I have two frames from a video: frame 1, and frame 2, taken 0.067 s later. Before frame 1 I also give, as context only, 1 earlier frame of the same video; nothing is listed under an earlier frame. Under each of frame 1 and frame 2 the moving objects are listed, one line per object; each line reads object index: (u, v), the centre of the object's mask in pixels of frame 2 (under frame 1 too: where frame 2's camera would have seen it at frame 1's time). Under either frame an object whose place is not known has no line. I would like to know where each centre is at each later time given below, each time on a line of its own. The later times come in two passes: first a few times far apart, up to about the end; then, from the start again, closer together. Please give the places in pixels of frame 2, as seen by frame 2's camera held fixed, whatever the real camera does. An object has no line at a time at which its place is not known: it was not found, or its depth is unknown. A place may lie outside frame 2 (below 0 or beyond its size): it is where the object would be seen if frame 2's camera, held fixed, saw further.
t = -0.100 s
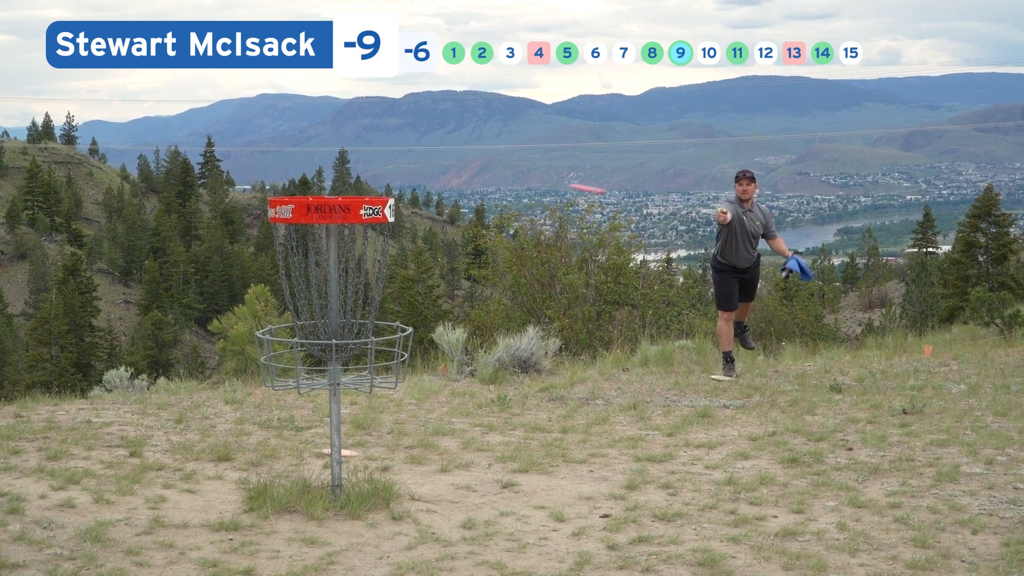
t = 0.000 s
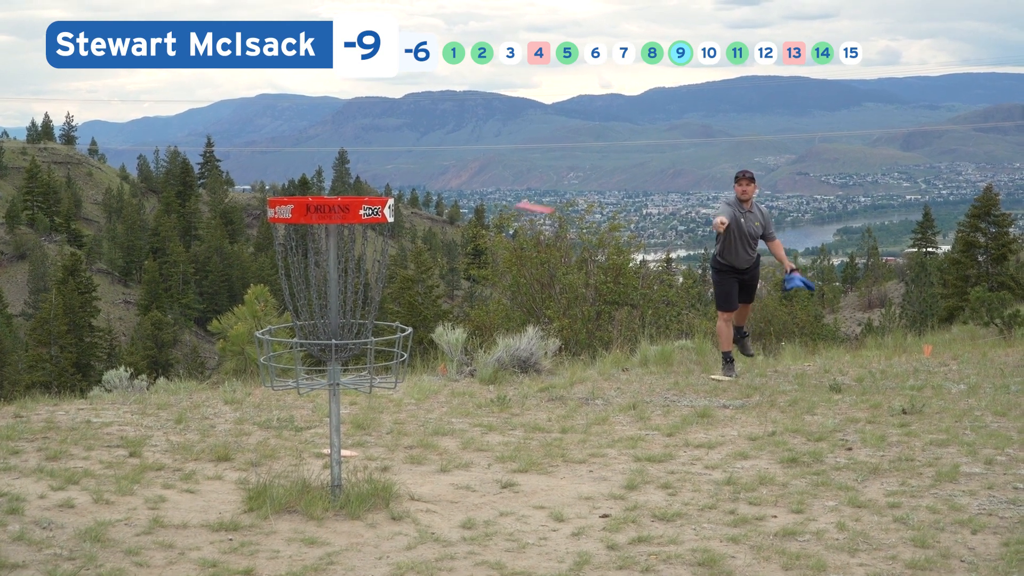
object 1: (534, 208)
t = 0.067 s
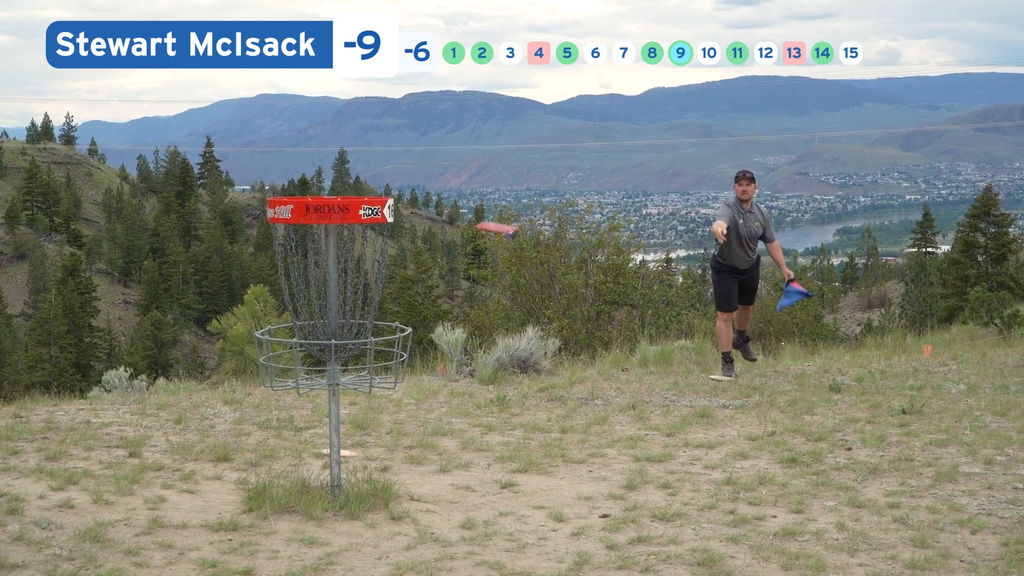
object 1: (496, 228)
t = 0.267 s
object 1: (378, 322)
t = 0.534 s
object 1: (313, 362)
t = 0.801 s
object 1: (312, 371)
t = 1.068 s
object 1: (315, 383)
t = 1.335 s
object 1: (315, 383)
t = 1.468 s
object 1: (315, 383)
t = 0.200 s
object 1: (411, 286)
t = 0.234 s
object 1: (388, 304)
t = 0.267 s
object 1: (378, 322)
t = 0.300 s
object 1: (371, 338)
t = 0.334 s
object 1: (366, 355)
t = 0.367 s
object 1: (349, 368)
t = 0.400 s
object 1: (338, 369)
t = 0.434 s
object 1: (331, 364)
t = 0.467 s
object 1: (325, 361)
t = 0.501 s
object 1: (318, 360)
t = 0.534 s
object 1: (313, 362)
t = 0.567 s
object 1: (310, 365)
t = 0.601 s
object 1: (309, 363)
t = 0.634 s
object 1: (309, 362)
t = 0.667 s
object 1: (309, 364)
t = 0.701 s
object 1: (310, 366)
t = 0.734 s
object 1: (311, 367)
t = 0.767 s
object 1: (311, 368)
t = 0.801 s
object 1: (312, 371)
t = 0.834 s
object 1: (315, 374)
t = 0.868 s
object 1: (316, 379)
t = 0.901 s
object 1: (314, 382)
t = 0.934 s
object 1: (316, 382)
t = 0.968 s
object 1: (316, 382)
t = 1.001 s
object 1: (316, 382)
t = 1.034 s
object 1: (315, 383)
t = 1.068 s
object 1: (315, 383)
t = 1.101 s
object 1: (315, 383)
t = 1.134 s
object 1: (315, 383)
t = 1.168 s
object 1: (315, 383)
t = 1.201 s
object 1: (315, 383)
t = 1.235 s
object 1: (315, 383)
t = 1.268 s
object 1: (315, 384)
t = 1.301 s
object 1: (315, 384)
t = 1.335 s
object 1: (315, 383)
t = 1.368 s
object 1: (315, 383)
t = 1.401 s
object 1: (315, 383)
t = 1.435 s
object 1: (315, 384)
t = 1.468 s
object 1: (315, 383)
